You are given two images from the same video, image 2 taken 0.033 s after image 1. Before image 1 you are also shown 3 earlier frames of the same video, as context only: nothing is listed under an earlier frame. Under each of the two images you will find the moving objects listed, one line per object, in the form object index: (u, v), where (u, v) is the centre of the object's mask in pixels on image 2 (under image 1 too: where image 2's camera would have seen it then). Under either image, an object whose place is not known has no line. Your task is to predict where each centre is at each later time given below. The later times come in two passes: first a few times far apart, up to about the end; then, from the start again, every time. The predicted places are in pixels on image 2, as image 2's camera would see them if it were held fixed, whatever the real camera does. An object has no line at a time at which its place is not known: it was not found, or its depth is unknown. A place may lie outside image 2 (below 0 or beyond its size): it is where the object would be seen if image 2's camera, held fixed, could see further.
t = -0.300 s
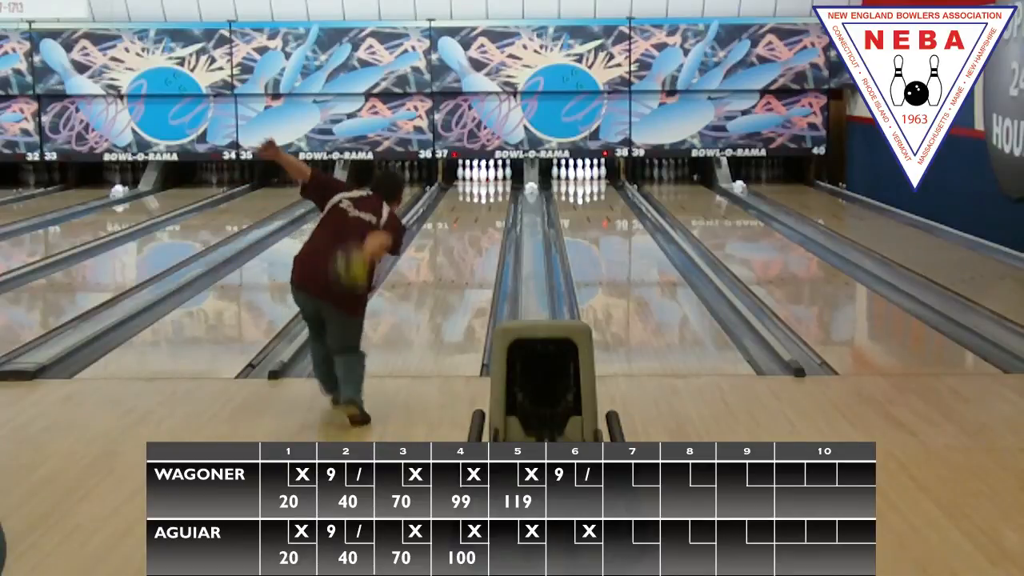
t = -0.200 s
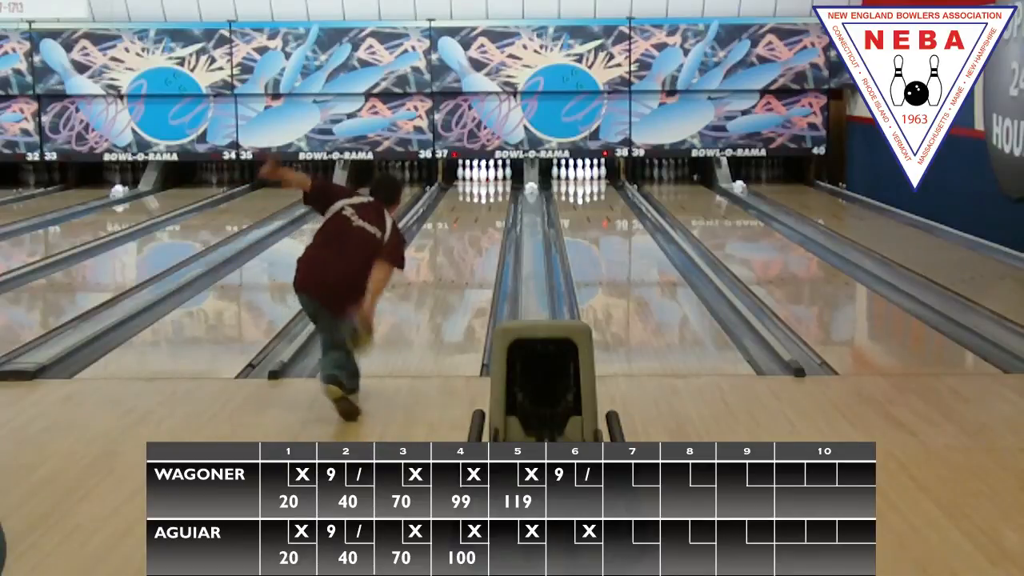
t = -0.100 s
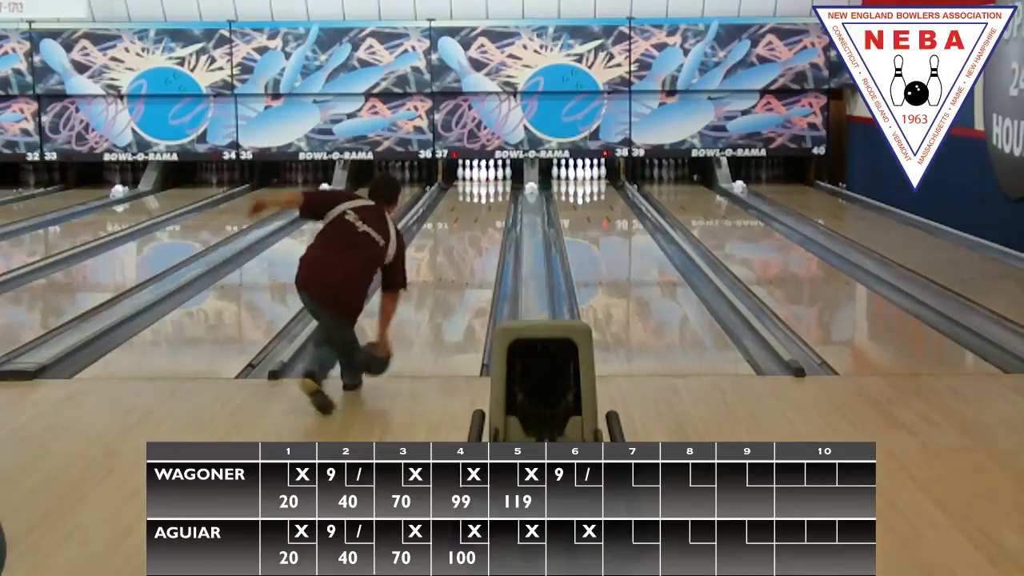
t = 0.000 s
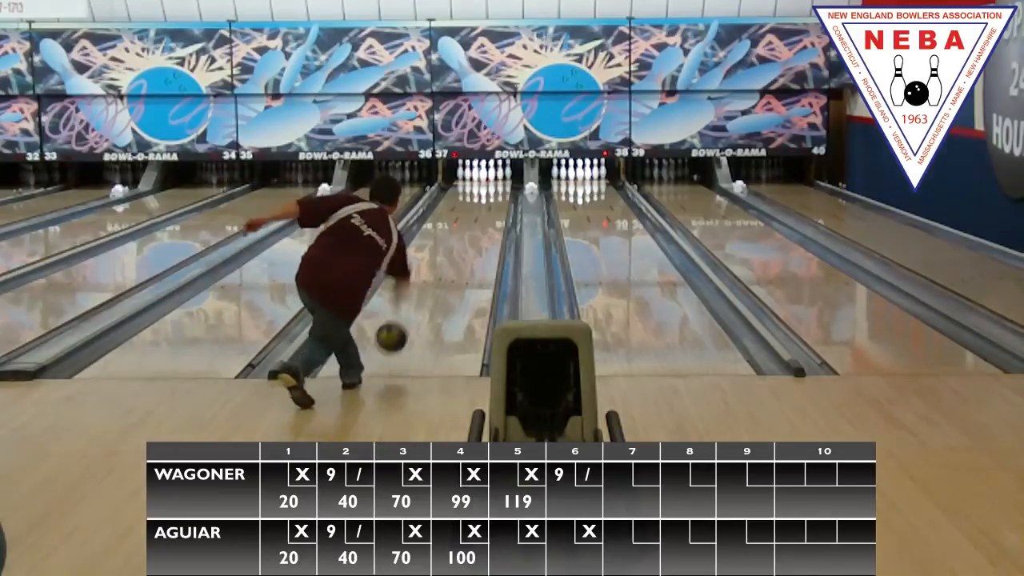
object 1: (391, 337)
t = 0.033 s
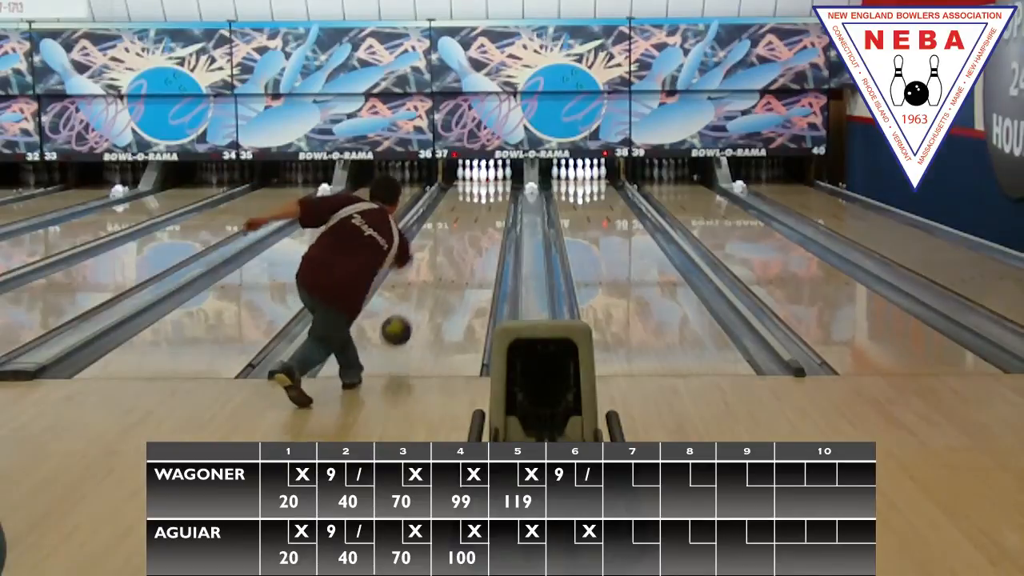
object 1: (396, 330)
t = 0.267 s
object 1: (425, 307)
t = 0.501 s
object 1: (445, 278)
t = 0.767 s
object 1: (463, 252)
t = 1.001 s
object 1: (474, 235)
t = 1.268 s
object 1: (484, 221)
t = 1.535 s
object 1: (491, 207)
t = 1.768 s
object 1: (493, 198)
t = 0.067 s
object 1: (400, 325)
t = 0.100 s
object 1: (405, 322)
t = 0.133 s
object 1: (409, 320)
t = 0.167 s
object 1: (413, 320)
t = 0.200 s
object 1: (417, 316)
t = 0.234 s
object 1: (421, 311)
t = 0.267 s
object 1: (425, 307)
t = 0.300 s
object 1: (428, 302)
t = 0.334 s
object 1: (431, 298)
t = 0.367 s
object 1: (434, 294)
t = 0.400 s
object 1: (437, 289)
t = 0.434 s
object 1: (440, 285)
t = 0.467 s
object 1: (443, 282)
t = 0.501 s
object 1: (445, 278)
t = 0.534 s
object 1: (448, 274)
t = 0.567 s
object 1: (450, 271)
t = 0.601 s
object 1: (452, 267)
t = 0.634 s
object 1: (455, 264)
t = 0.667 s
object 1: (457, 261)
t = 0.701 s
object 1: (459, 259)
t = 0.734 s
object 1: (461, 255)
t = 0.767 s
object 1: (463, 252)
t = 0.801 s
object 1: (465, 250)
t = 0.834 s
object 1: (466, 247)
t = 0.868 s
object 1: (468, 245)
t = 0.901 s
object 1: (470, 243)
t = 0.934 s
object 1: (472, 240)
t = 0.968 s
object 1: (473, 237)
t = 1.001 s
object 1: (474, 235)
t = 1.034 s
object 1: (476, 233)
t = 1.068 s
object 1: (477, 231)
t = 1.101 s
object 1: (479, 229)
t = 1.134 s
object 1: (480, 226)
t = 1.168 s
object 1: (481, 225)
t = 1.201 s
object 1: (482, 223)
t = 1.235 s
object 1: (483, 221)
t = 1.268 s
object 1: (484, 221)
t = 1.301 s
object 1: (485, 218)
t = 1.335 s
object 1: (487, 216)
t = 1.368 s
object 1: (487, 214)
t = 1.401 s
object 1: (488, 212)
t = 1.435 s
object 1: (489, 211)
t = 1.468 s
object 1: (490, 210)
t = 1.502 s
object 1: (490, 208)
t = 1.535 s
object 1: (491, 207)
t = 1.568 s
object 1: (492, 205)
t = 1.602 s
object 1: (492, 204)
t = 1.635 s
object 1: (492, 203)
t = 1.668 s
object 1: (493, 202)
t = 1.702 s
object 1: (493, 200)
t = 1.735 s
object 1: (493, 199)
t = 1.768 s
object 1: (493, 198)
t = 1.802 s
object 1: (494, 197)
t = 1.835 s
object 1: (495, 195)
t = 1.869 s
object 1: (495, 194)
